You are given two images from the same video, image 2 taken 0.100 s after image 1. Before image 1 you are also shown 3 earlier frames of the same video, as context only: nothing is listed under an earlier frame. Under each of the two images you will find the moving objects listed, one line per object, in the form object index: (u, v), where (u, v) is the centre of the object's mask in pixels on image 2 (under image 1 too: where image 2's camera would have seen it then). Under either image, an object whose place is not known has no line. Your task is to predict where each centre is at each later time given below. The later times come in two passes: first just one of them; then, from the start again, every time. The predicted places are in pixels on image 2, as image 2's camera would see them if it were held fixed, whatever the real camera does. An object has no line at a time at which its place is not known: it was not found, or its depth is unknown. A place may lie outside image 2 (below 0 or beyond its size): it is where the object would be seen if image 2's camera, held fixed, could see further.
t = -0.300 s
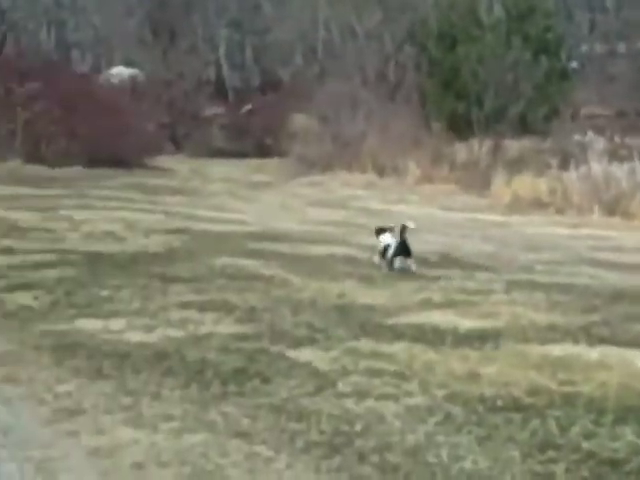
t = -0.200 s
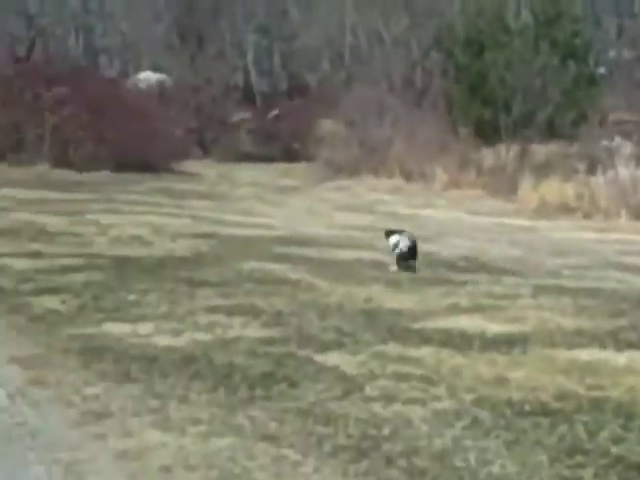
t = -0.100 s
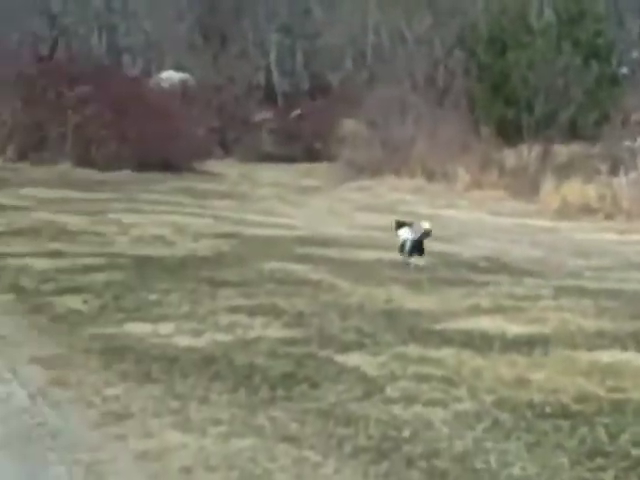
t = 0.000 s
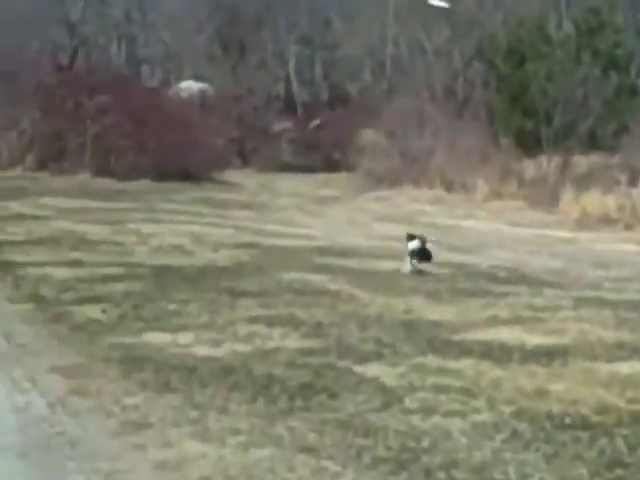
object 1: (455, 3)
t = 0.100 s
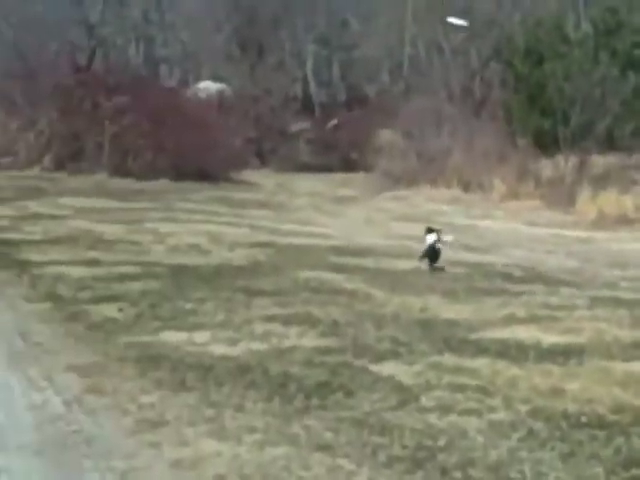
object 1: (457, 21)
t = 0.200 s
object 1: (460, 40)
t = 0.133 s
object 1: (458, 28)
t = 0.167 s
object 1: (459, 34)
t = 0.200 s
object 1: (460, 40)
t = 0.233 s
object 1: (463, 47)
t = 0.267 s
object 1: (465, 54)
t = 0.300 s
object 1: (467, 61)
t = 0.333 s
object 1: (469, 67)
